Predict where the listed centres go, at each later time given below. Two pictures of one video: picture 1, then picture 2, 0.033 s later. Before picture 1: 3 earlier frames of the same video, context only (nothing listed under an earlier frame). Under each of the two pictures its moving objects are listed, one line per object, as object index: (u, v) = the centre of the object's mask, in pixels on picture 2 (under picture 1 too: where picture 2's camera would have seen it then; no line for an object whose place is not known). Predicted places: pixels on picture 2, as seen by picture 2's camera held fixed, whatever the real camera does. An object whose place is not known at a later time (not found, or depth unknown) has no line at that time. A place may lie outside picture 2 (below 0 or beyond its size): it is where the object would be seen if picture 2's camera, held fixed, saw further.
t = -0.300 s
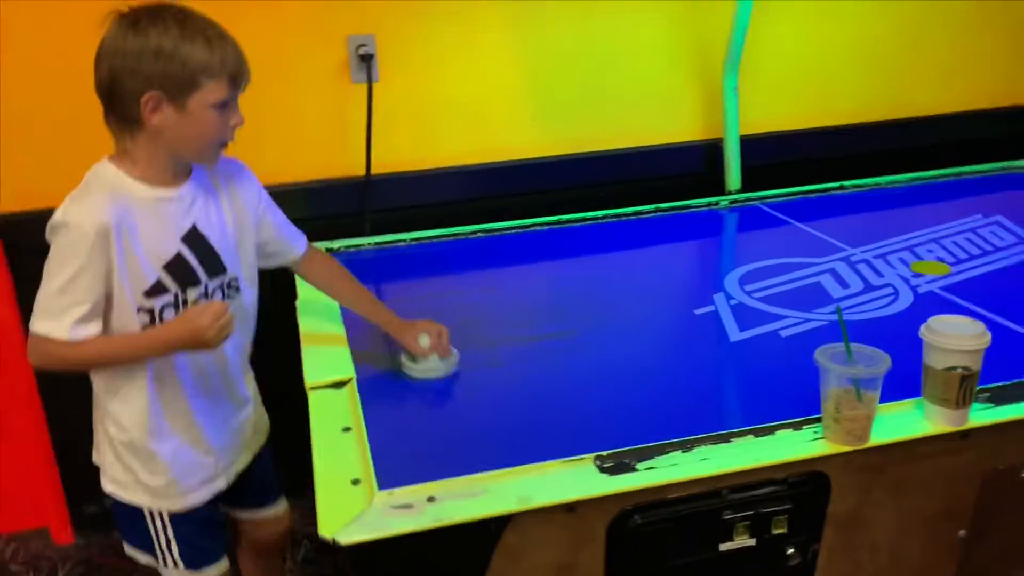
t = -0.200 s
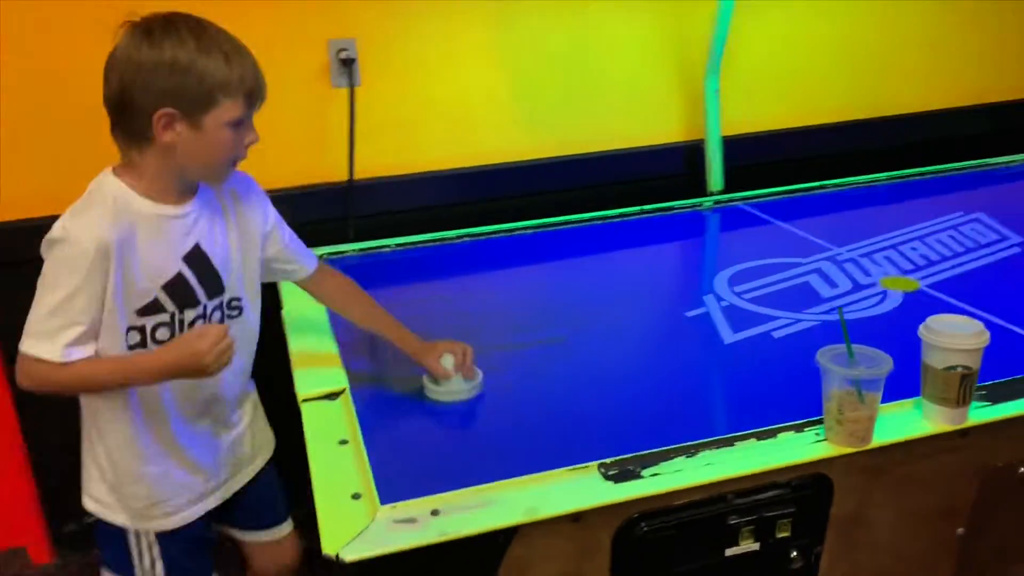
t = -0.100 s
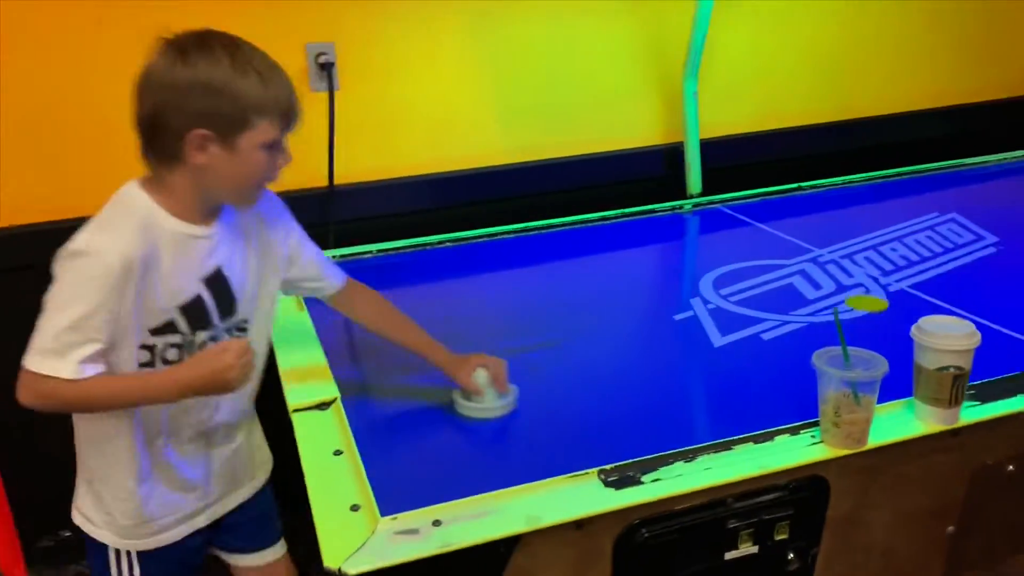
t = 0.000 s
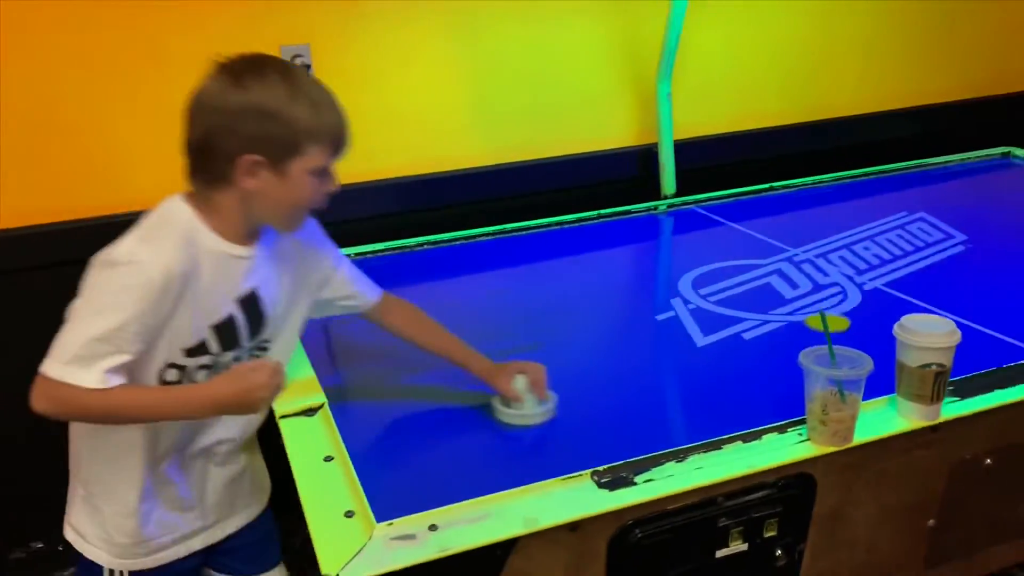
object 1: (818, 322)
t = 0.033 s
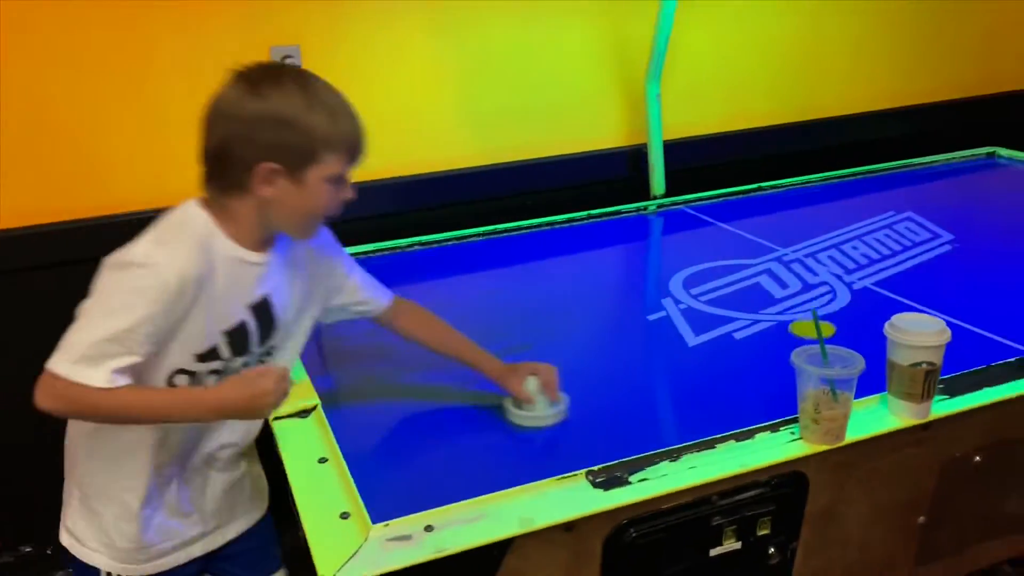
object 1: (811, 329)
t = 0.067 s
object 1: (801, 336)
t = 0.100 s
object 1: (796, 343)
